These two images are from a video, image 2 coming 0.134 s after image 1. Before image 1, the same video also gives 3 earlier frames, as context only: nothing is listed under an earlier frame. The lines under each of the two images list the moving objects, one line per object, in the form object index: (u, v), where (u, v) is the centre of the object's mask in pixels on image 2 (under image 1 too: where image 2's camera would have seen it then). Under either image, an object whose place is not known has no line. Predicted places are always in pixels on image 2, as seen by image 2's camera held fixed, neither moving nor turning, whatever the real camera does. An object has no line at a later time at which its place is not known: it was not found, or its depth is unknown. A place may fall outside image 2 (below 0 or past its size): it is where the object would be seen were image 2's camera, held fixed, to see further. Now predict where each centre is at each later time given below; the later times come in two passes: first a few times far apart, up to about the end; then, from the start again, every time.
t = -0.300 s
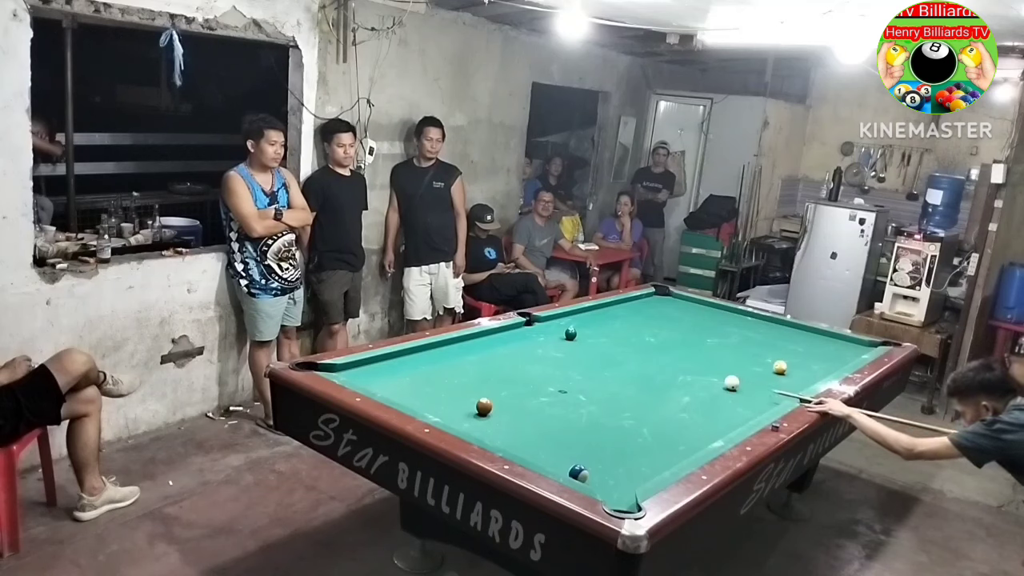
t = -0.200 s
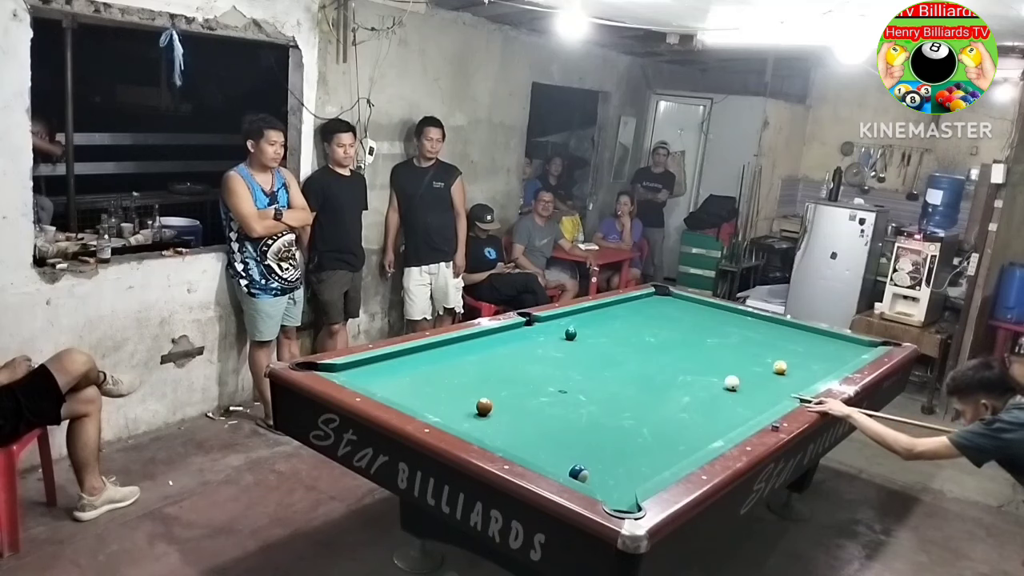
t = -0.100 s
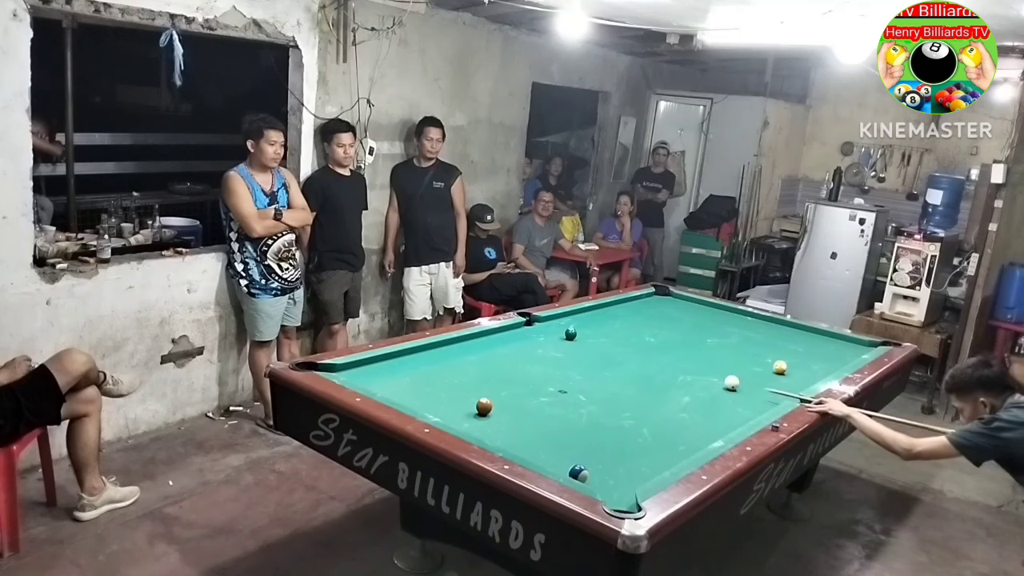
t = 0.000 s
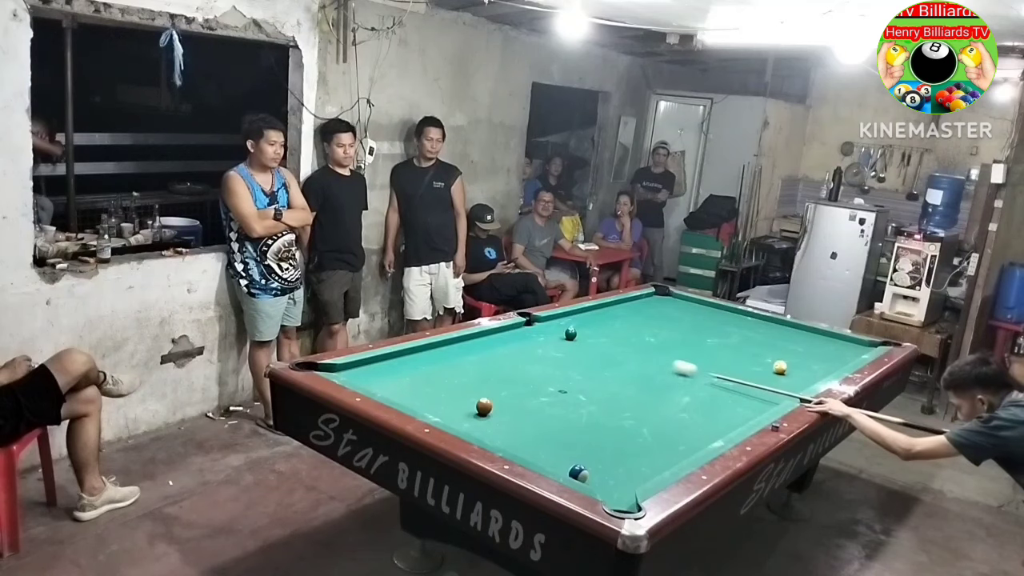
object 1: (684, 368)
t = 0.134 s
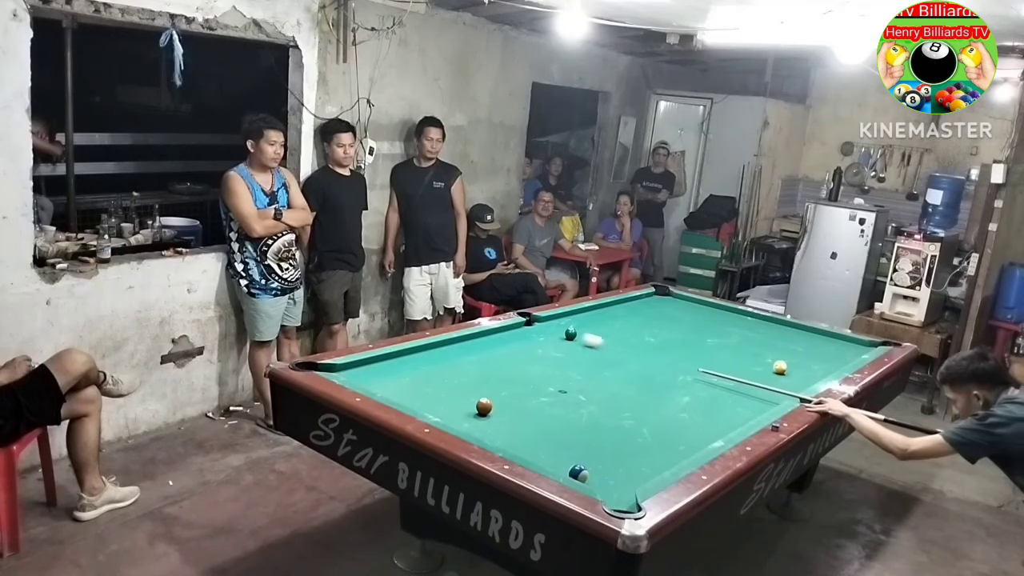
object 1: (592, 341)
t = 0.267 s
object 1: (565, 338)
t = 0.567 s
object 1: (505, 330)
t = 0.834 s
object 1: (516, 342)
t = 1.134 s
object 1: (530, 356)
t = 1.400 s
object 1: (542, 369)
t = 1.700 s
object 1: (557, 384)
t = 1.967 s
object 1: (570, 399)
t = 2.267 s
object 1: (586, 416)
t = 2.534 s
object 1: (601, 433)
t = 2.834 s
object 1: (619, 452)
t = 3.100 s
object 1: (635, 469)
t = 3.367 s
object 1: (634, 478)
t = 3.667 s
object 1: (611, 475)
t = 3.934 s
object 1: (595, 472)
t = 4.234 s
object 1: (590, 470)
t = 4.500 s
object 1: (588, 469)
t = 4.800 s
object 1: (586, 468)
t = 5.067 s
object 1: (586, 468)
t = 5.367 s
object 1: (586, 468)
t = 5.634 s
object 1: (586, 468)
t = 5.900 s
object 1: (586, 468)
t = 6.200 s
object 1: (586, 468)
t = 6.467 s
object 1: (586, 468)
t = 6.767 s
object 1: (586, 468)
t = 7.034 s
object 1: (586, 468)
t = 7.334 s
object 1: (586, 468)
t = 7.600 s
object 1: (586, 468)
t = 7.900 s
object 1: (586, 468)
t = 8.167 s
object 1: (586, 468)
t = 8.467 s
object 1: (586, 468)
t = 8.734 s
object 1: (586, 468)
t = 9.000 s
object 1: (586, 468)
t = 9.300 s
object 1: (586, 468)
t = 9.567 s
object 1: (586, 468)
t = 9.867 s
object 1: (586, 468)
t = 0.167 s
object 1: (578, 337)
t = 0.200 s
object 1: (574, 338)
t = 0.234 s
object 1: (569, 338)
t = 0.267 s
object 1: (565, 338)
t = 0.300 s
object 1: (559, 337)
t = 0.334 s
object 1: (552, 337)
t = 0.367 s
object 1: (546, 336)
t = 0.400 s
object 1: (538, 335)
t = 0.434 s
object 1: (530, 333)
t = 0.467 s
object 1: (523, 332)
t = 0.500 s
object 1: (515, 331)
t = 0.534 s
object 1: (507, 330)
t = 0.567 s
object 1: (505, 330)
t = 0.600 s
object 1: (506, 332)
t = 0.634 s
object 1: (508, 333)
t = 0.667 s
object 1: (509, 334)
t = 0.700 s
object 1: (511, 336)
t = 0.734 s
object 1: (512, 337)
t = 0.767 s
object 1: (514, 339)
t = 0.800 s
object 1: (515, 340)
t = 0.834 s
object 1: (516, 342)
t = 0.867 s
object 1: (518, 343)
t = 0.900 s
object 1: (519, 345)
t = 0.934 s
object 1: (521, 347)
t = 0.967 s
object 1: (522, 348)
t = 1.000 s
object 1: (524, 350)
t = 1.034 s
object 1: (525, 351)
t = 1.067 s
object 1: (527, 353)
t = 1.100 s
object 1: (528, 354)
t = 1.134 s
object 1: (530, 356)
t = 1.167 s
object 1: (531, 357)
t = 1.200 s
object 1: (533, 359)
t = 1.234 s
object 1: (534, 361)
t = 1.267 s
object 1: (536, 362)
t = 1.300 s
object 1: (537, 364)
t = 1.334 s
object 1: (539, 366)
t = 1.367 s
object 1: (541, 367)
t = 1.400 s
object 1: (542, 369)
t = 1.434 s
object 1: (544, 371)
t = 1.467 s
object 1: (545, 372)
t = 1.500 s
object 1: (547, 374)
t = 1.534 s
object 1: (549, 376)
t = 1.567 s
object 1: (550, 377)
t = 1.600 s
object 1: (552, 379)
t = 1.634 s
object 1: (553, 381)
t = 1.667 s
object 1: (555, 383)
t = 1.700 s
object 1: (557, 384)
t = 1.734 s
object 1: (558, 386)
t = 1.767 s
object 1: (560, 388)
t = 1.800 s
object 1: (562, 390)
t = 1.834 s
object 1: (563, 392)
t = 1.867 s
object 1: (565, 393)
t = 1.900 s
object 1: (567, 395)
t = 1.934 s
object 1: (569, 397)
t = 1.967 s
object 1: (570, 399)
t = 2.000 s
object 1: (572, 401)
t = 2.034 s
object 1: (574, 403)
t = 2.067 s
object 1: (576, 405)
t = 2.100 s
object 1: (578, 406)
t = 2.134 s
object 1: (579, 408)
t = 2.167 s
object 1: (581, 411)
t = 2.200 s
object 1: (583, 412)
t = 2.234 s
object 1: (585, 415)
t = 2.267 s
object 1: (586, 416)
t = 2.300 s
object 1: (588, 419)
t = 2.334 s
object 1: (590, 420)
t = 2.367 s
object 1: (592, 423)
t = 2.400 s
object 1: (594, 425)
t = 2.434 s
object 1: (596, 427)
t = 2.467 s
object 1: (598, 429)
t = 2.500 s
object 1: (600, 431)
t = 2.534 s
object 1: (601, 433)
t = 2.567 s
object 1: (603, 435)
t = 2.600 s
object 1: (605, 437)
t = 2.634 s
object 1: (607, 439)
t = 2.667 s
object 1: (609, 441)
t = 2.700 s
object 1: (611, 443)
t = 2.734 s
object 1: (613, 446)
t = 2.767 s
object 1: (615, 448)
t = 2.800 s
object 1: (617, 450)
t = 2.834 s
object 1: (619, 452)
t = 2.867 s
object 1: (621, 454)
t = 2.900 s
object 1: (623, 456)
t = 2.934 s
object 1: (625, 458)
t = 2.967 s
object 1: (627, 461)
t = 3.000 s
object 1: (629, 463)
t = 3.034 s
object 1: (631, 465)
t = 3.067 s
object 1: (633, 467)
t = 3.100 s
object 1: (635, 469)
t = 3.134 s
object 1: (637, 472)
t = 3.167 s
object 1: (639, 474)
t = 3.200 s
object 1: (641, 475)
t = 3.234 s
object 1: (643, 476)
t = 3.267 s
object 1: (642, 477)
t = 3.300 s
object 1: (639, 477)
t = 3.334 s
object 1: (637, 477)
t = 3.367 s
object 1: (634, 478)
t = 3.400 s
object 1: (631, 478)
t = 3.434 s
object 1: (629, 478)
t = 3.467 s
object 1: (626, 477)
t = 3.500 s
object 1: (624, 477)
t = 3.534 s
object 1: (621, 476)
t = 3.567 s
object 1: (619, 476)
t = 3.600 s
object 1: (616, 476)
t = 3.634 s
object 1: (613, 475)
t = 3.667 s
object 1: (611, 475)
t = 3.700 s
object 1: (609, 475)
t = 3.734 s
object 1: (606, 475)
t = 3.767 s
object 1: (604, 474)
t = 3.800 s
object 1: (602, 474)
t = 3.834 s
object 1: (599, 473)
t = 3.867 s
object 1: (597, 473)
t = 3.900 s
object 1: (596, 473)
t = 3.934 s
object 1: (595, 472)
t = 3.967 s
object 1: (595, 472)
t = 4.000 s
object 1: (594, 472)
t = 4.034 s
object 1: (593, 471)
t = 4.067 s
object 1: (592, 471)
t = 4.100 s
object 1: (592, 471)
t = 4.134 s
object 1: (591, 471)
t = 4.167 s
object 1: (591, 470)
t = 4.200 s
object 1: (591, 470)
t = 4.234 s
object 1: (590, 470)
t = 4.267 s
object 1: (590, 469)
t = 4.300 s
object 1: (589, 469)
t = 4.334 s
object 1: (589, 469)
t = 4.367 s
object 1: (589, 469)
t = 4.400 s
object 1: (588, 469)
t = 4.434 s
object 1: (588, 469)
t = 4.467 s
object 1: (588, 469)
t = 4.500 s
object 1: (588, 469)
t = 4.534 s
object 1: (587, 468)
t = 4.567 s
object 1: (587, 468)
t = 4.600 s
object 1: (587, 468)
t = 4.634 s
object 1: (587, 468)
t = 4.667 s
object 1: (587, 468)
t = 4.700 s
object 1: (586, 468)
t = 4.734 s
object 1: (586, 468)
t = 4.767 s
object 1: (586, 468)
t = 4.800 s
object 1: (586, 468)
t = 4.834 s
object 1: (586, 468)
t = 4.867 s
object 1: (586, 468)
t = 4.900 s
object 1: (586, 468)
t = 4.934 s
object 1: (586, 468)
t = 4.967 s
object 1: (586, 468)
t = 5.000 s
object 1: (586, 468)
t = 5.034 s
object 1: (586, 468)
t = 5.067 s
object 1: (586, 468)
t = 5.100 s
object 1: (586, 468)
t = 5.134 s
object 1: (586, 468)
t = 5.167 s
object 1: (586, 468)
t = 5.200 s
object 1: (586, 468)
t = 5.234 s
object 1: (586, 468)
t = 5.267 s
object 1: (586, 468)
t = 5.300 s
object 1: (586, 468)
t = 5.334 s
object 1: (586, 468)
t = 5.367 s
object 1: (586, 468)
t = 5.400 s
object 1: (586, 468)
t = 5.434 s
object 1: (586, 468)
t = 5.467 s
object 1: (586, 468)
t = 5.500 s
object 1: (586, 468)
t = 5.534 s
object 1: (586, 468)
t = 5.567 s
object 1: (586, 468)
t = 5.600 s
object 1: (586, 468)
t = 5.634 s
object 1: (586, 468)
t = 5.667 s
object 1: (586, 468)
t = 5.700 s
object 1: (586, 468)
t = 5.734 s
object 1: (586, 468)
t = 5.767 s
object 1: (586, 468)
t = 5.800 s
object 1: (586, 468)
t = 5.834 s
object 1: (586, 468)
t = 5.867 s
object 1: (586, 468)
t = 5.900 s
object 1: (586, 468)
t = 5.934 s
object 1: (586, 468)
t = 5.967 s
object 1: (586, 468)
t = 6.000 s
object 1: (586, 468)
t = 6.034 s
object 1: (586, 468)
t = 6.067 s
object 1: (586, 468)
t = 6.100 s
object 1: (586, 468)
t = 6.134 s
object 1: (586, 468)
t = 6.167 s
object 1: (586, 468)
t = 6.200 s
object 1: (586, 468)
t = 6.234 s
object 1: (586, 468)
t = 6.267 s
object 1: (586, 468)
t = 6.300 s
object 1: (586, 468)
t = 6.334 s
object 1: (586, 468)
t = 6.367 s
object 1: (586, 468)
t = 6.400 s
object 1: (586, 468)
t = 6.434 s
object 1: (586, 468)
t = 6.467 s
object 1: (586, 468)
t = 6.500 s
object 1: (586, 468)
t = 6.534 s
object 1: (586, 468)
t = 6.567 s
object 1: (586, 468)
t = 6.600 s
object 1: (586, 468)
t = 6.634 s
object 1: (586, 468)
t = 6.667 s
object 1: (586, 468)
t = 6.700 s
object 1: (586, 468)
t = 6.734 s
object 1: (586, 468)
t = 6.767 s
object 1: (586, 468)
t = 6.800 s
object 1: (586, 468)
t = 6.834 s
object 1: (586, 468)
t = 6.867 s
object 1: (586, 468)
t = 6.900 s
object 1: (586, 468)
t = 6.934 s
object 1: (586, 468)
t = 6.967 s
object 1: (586, 468)
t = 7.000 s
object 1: (586, 468)
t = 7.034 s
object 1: (586, 468)
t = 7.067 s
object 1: (586, 468)
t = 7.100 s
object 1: (586, 468)
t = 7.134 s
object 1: (586, 468)
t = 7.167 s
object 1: (586, 468)
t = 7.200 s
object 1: (586, 468)
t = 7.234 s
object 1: (586, 468)
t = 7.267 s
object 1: (586, 468)
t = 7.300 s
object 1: (586, 468)
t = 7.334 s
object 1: (586, 468)
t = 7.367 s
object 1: (586, 468)
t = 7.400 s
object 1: (586, 468)
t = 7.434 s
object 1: (586, 468)
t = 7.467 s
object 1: (586, 468)
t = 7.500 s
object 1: (586, 468)
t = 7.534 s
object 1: (586, 468)
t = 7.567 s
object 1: (586, 468)
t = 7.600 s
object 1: (586, 468)
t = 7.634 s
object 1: (586, 468)
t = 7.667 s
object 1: (586, 468)
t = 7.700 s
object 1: (586, 468)
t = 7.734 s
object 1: (586, 468)
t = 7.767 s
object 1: (586, 468)
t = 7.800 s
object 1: (586, 468)
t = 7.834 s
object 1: (586, 468)
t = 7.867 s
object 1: (586, 468)
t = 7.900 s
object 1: (586, 468)
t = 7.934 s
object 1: (586, 468)
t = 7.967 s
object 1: (586, 468)
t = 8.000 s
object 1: (586, 468)
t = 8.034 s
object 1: (586, 468)
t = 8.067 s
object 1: (586, 468)
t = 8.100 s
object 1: (586, 468)
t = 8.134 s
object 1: (586, 468)
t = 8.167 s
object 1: (586, 468)
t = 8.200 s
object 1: (586, 468)
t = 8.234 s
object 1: (586, 469)
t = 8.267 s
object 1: (586, 468)
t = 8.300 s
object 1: (586, 468)
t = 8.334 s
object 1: (586, 468)
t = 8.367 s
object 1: (586, 468)
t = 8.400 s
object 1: (586, 469)
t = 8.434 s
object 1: (586, 468)
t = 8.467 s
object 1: (586, 468)
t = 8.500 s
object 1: (586, 468)
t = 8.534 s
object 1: (586, 468)
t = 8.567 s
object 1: (586, 468)
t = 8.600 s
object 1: (586, 468)
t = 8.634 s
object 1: (586, 468)
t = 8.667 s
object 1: (586, 468)
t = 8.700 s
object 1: (586, 468)
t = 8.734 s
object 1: (586, 468)
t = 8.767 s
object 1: (586, 468)
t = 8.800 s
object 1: (586, 468)
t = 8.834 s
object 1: (586, 468)
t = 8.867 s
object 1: (586, 468)
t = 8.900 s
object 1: (586, 468)
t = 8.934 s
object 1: (586, 468)
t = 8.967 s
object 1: (586, 468)
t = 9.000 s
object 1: (586, 468)
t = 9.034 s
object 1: (586, 468)
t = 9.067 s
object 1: (586, 468)
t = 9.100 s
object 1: (586, 468)
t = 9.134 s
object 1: (586, 468)
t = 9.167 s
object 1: (586, 468)
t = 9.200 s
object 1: (586, 468)
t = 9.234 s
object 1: (586, 468)
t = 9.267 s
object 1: (586, 468)
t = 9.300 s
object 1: (586, 468)
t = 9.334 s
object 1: (586, 468)
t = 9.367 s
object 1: (586, 468)
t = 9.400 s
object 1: (586, 468)
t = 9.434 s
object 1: (586, 468)
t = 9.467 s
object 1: (586, 468)
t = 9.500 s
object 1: (586, 468)
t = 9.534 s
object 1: (586, 468)
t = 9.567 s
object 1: (586, 468)
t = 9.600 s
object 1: (586, 468)
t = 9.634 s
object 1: (586, 468)
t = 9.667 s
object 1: (586, 468)
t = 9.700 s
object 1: (586, 468)
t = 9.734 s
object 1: (586, 468)
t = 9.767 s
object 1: (586, 468)
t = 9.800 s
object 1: (586, 468)
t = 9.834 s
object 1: (586, 468)
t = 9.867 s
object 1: (586, 468)
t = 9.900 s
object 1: (586, 468)
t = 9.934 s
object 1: (586, 468)
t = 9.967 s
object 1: (586, 468)
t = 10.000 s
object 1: (586, 468)
